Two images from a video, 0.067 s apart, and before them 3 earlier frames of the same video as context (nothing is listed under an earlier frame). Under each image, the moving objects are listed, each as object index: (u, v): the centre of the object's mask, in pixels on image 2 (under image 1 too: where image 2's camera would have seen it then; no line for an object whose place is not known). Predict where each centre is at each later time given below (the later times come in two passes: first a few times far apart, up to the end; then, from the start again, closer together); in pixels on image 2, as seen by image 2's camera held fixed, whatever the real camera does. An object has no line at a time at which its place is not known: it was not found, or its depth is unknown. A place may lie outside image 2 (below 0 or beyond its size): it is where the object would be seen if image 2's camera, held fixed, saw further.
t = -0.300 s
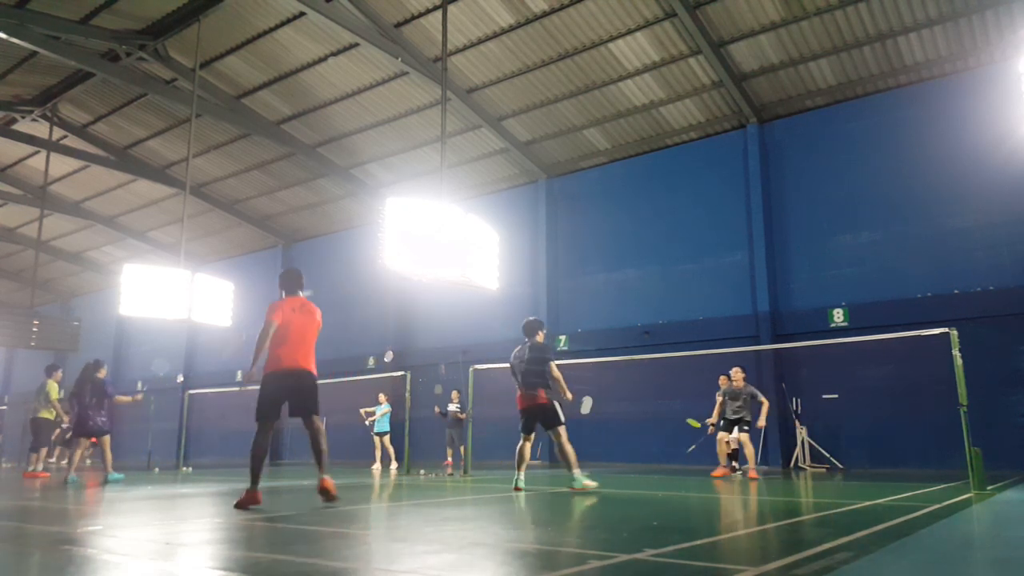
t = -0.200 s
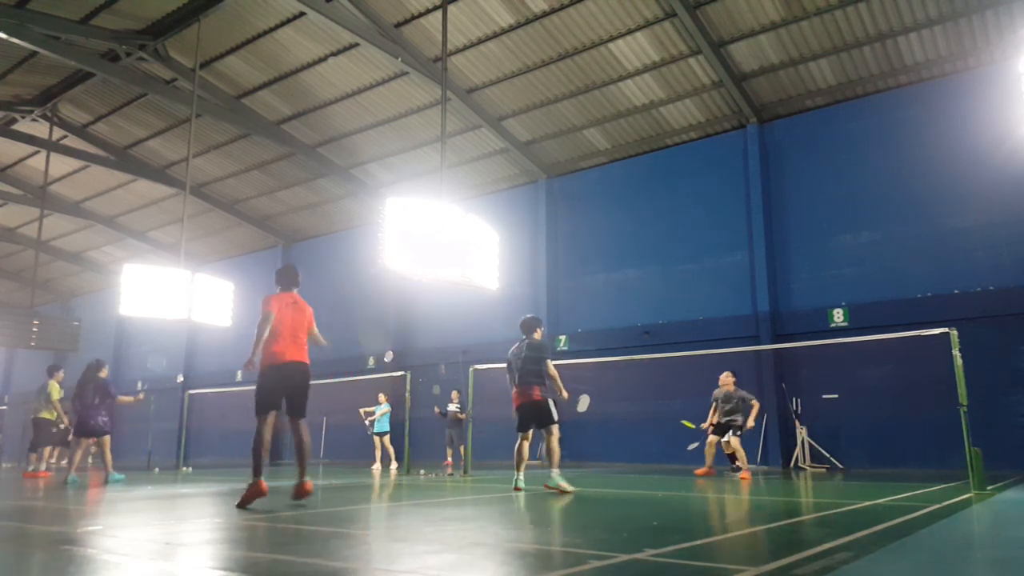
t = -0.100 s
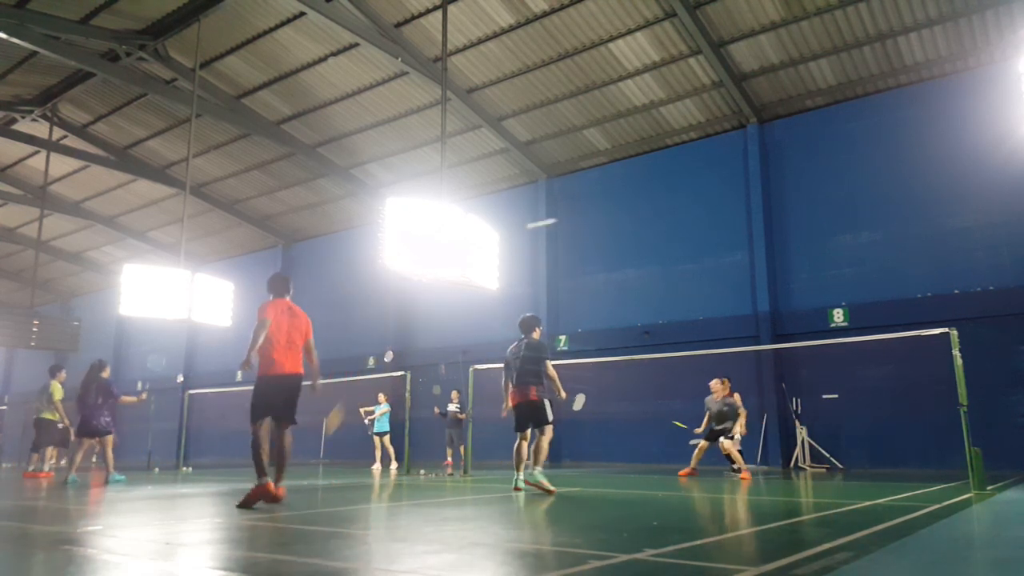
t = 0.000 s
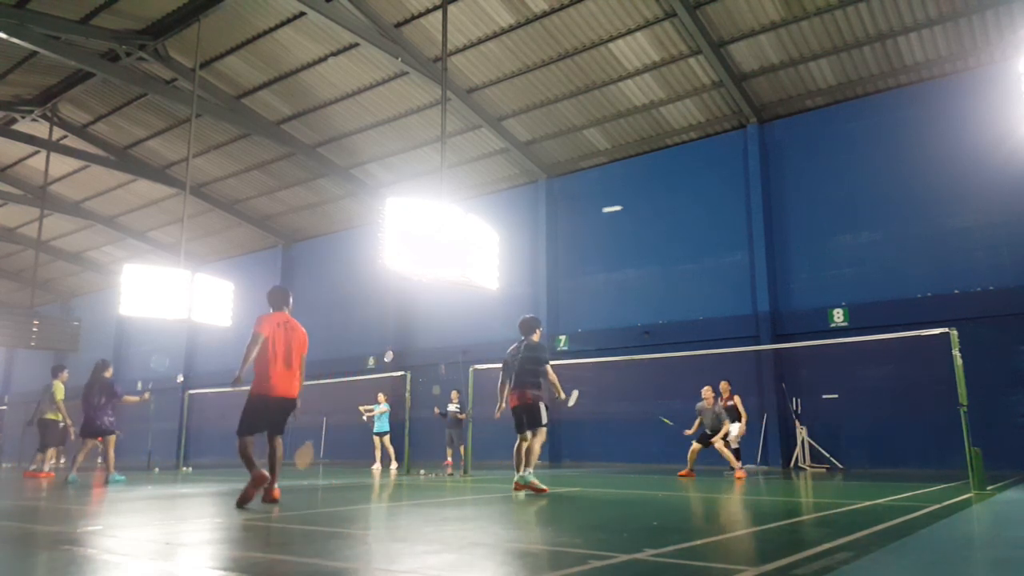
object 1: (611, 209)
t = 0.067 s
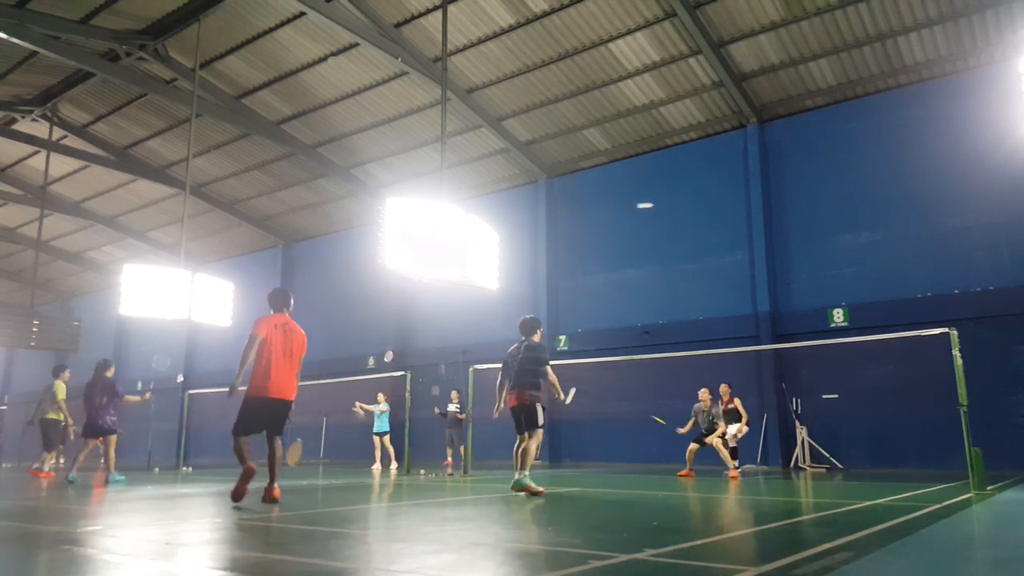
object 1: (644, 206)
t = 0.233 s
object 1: (701, 210)
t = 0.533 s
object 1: (768, 248)
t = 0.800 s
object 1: (810, 306)
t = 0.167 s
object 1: (682, 206)
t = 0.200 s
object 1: (692, 208)
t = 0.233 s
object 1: (701, 210)
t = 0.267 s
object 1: (711, 212)
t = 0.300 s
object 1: (719, 215)
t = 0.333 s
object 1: (727, 219)
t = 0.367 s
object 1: (735, 222)
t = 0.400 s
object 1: (742, 226)
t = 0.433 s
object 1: (749, 231)
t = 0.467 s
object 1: (755, 236)
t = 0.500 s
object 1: (762, 242)
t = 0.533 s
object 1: (768, 248)
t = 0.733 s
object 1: (800, 290)
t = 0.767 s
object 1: (805, 298)
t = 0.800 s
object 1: (810, 306)
